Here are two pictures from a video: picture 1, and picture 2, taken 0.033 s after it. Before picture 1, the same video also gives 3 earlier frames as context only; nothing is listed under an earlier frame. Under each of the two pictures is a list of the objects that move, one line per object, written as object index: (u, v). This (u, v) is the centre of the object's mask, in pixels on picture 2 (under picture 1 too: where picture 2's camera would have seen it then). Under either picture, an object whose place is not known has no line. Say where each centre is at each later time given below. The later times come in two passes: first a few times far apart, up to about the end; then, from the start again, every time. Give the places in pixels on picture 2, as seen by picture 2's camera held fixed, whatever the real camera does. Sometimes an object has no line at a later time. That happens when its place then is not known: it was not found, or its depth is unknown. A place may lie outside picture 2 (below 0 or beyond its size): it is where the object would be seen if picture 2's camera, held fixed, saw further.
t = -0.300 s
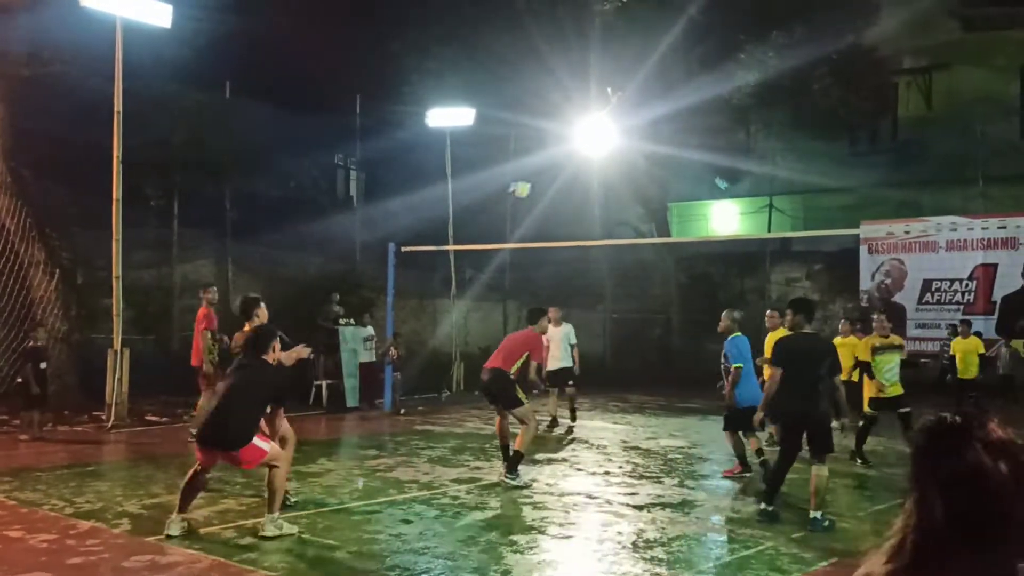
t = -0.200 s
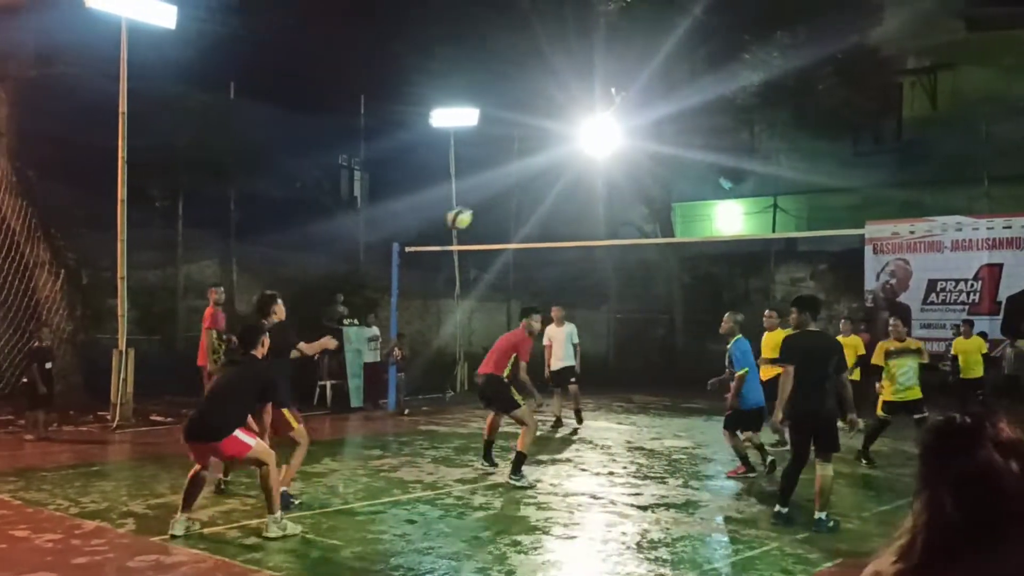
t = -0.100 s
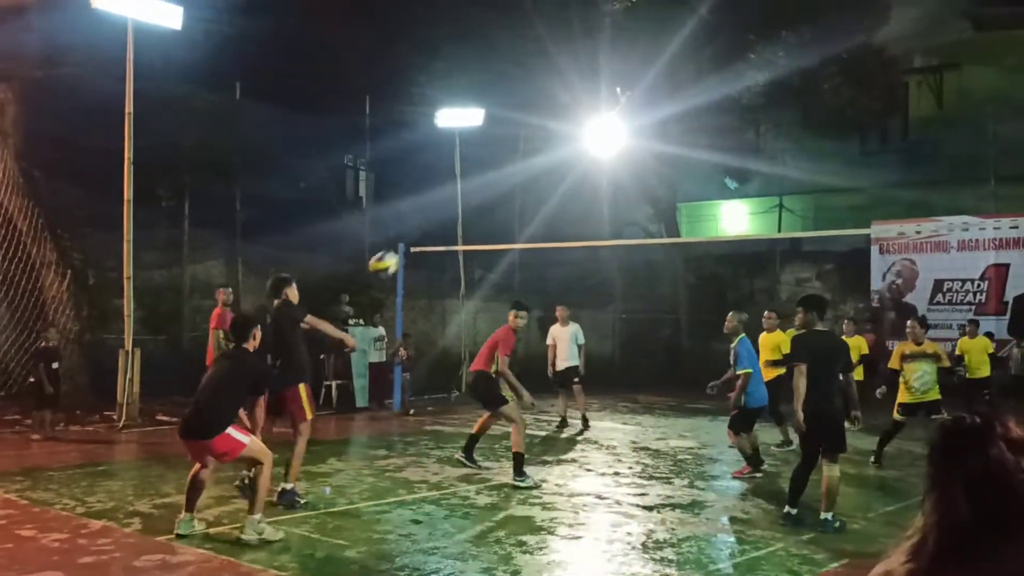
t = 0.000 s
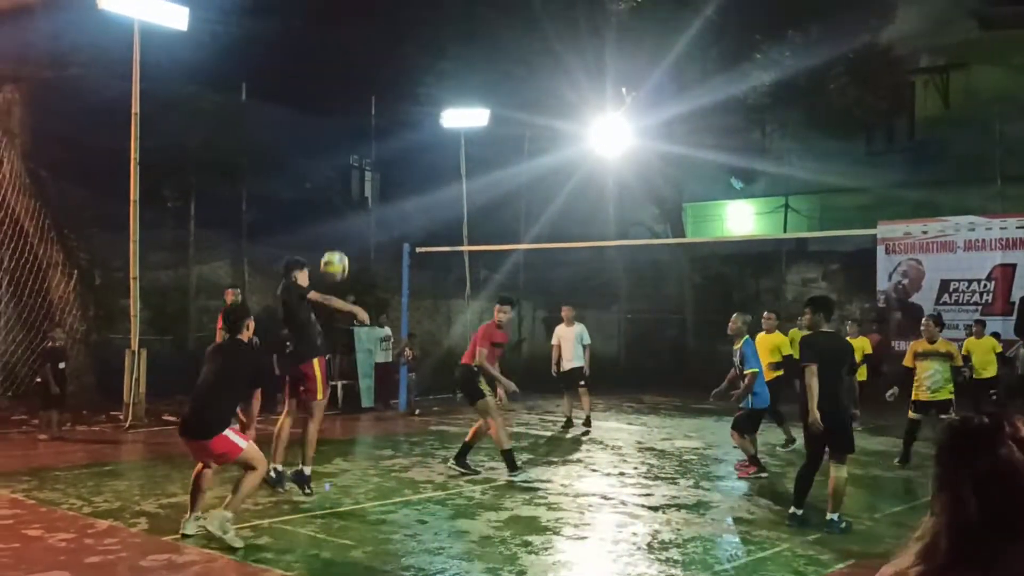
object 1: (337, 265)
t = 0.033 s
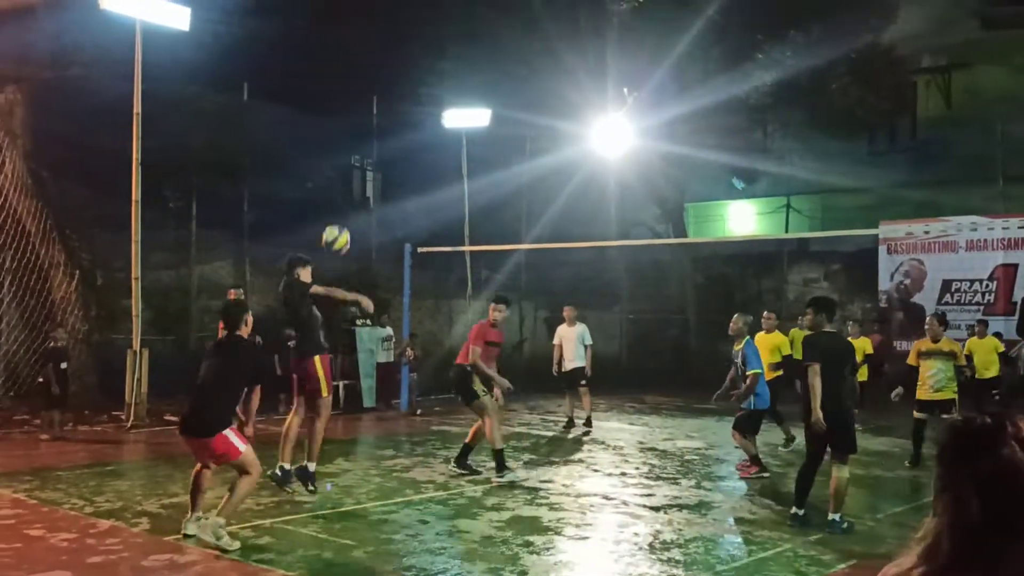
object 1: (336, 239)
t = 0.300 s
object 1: (336, 84)
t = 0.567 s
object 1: (330, 23)
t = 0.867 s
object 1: (322, 51)
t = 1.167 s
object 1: (312, 168)
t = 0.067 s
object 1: (336, 213)
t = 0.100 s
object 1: (337, 190)
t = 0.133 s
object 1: (337, 168)
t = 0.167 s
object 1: (336, 149)
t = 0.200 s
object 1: (337, 130)
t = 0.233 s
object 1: (336, 113)
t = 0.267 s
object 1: (336, 99)
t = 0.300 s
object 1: (336, 84)
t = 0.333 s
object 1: (335, 71)
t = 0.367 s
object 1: (334, 61)
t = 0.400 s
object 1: (334, 52)
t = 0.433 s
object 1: (333, 43)
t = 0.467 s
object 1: (333, 36)
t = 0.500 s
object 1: (332, 30)
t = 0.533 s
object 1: (331, 26)
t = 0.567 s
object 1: (330, 23)
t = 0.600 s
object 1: (329, 21)
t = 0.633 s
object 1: (328, 21)
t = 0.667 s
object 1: (328, 21)
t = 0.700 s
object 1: (327, 24)
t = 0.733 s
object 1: (326, 26)
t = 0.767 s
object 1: (325, 31)
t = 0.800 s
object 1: (324, 36)
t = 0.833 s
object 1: (322, 43)
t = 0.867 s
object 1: (322, 51)
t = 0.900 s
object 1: (320, 60)
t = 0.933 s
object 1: (320, 70)
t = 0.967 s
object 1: (318, 81)
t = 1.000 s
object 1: (317, 93)
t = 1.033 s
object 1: (316, 106)
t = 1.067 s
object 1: (315, 121)
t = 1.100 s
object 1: (314, 136)
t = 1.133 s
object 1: (313, 152)
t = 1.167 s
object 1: (312, 168)
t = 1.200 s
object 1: (311, 188)
